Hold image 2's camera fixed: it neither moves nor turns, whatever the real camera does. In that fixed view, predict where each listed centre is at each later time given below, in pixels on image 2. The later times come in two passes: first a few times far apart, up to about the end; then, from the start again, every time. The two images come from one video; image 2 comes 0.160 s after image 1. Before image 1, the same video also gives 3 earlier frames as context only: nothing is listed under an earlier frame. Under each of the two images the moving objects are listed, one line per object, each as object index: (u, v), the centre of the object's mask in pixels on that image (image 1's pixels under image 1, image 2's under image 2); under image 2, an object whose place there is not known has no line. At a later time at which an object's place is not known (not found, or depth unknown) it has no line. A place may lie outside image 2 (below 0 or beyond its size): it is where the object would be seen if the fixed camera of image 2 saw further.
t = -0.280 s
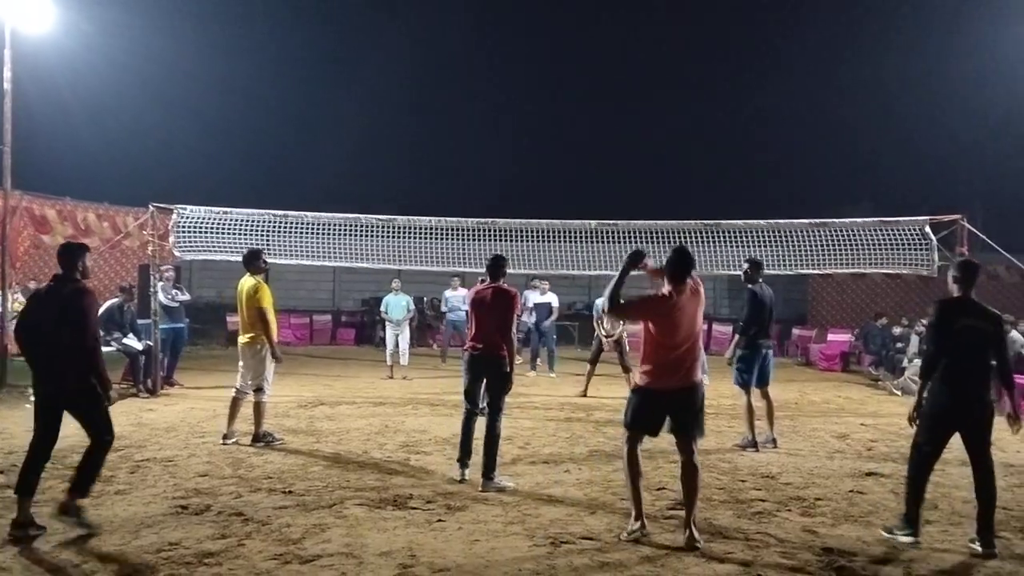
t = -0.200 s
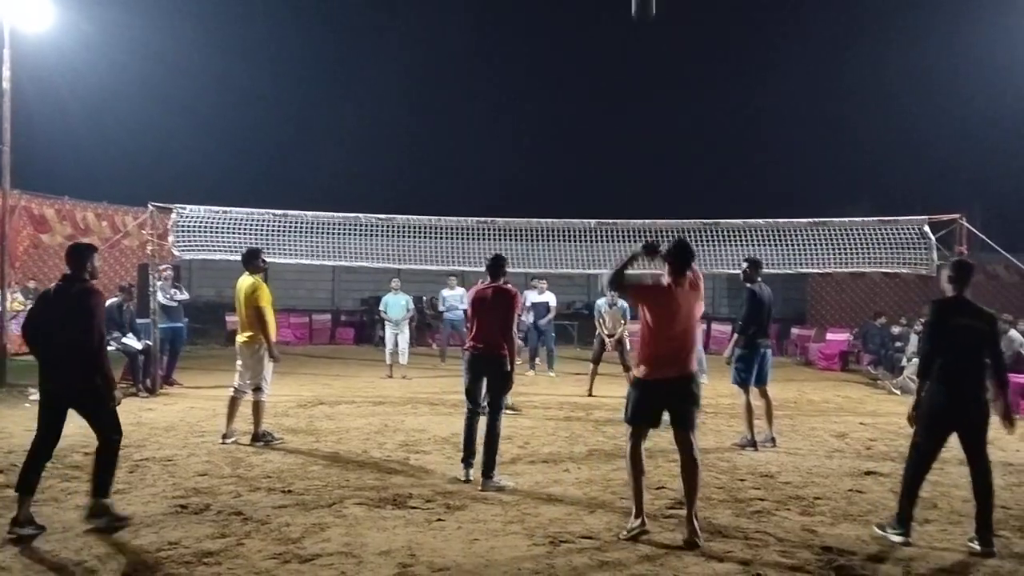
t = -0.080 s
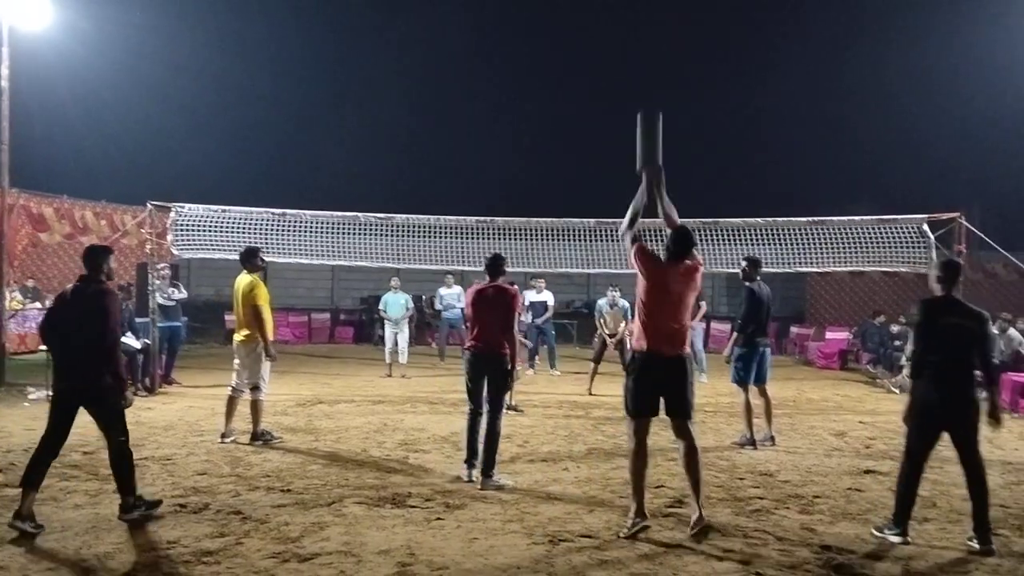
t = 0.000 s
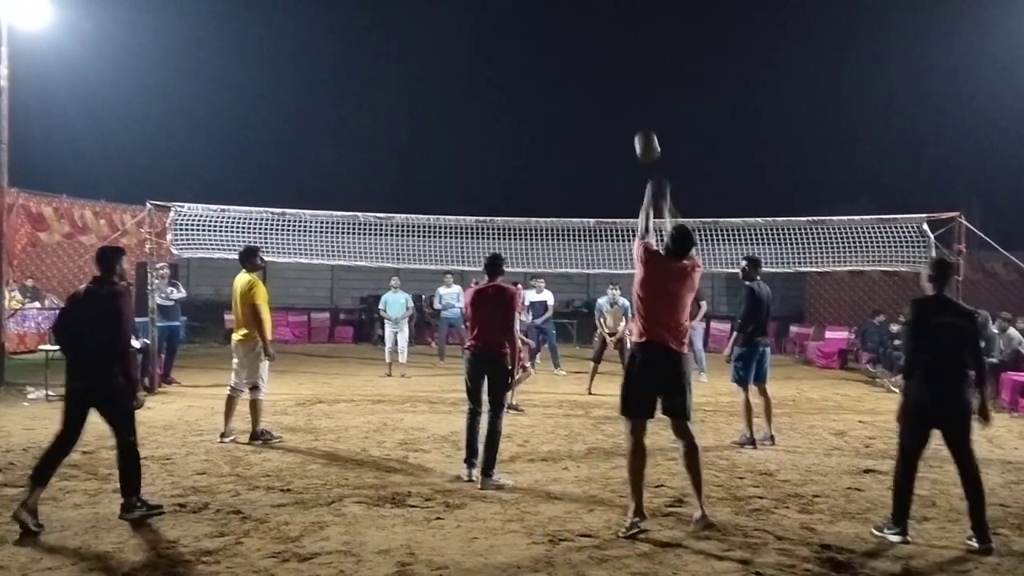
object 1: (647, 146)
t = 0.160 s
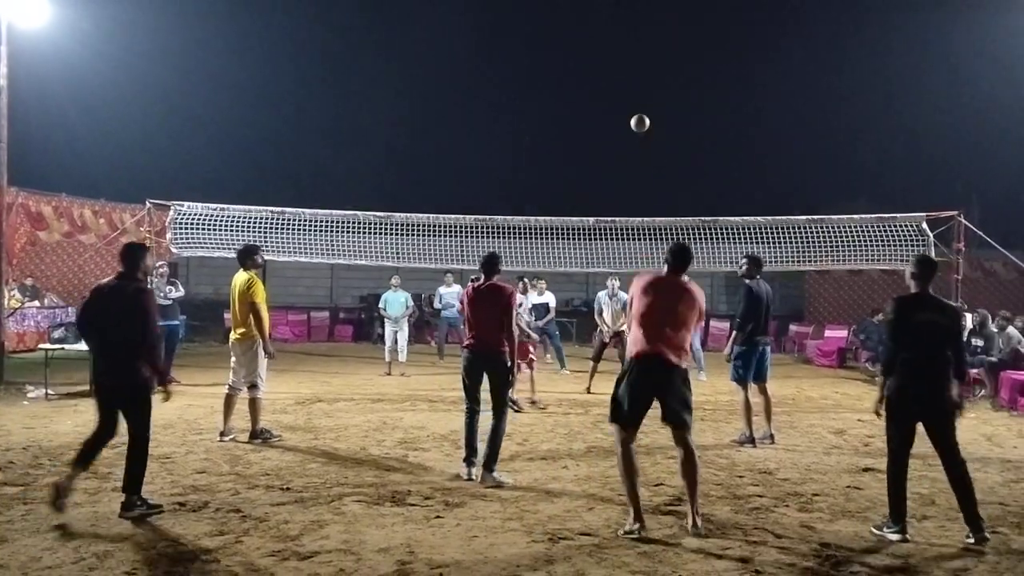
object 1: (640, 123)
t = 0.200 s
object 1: (638, 123)
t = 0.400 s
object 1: (632, 149)
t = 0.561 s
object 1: (628, 187)
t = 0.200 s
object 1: (638, 123)
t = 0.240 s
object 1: (637, 126)
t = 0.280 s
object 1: (636, 131)
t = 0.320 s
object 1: (635, 136)
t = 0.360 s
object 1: (633, 142)
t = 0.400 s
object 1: (632, 149)
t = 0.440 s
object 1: (631, 158)
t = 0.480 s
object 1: (630, 167)
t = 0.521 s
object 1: (629, 176)
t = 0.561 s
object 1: (628, 187)
